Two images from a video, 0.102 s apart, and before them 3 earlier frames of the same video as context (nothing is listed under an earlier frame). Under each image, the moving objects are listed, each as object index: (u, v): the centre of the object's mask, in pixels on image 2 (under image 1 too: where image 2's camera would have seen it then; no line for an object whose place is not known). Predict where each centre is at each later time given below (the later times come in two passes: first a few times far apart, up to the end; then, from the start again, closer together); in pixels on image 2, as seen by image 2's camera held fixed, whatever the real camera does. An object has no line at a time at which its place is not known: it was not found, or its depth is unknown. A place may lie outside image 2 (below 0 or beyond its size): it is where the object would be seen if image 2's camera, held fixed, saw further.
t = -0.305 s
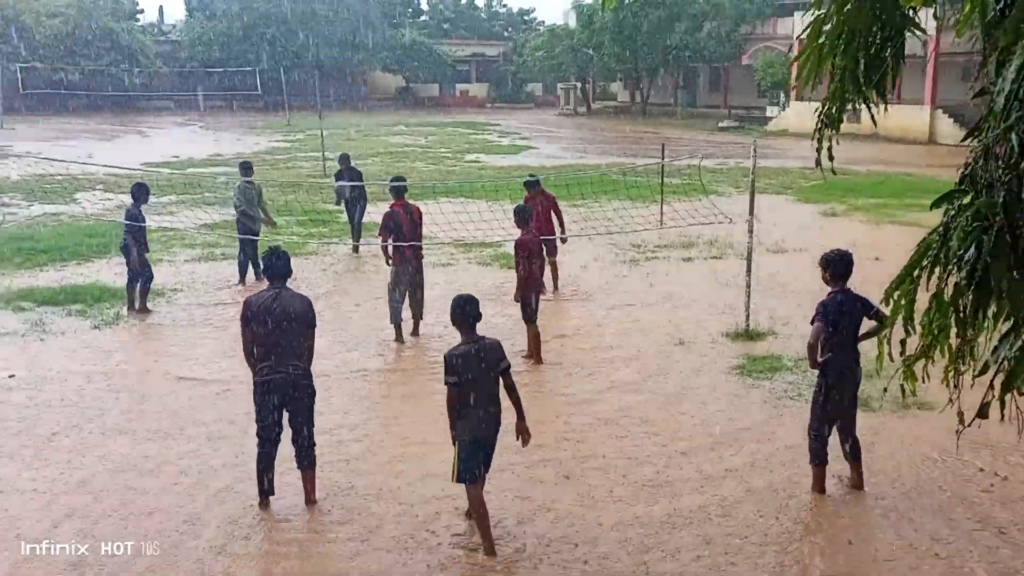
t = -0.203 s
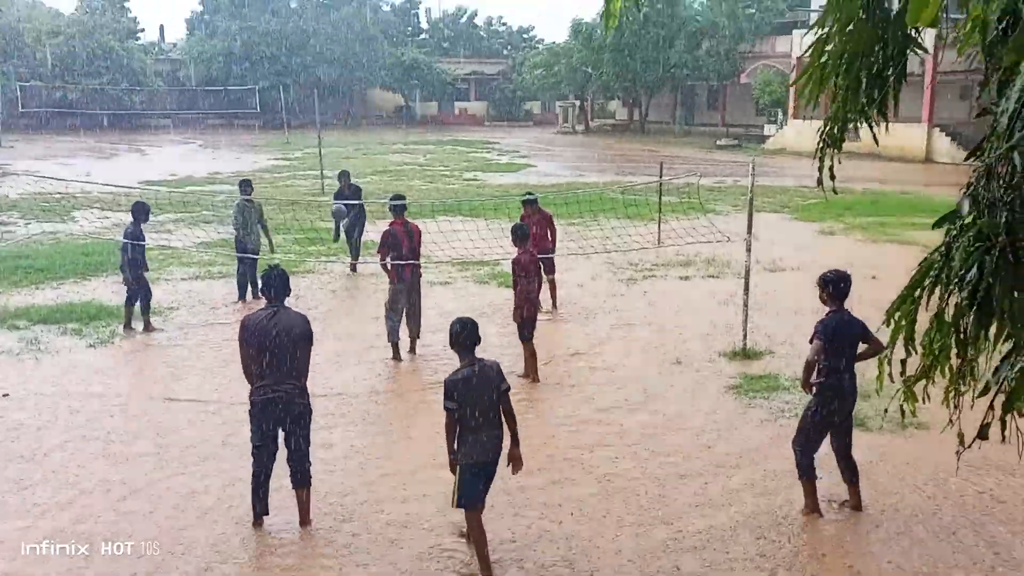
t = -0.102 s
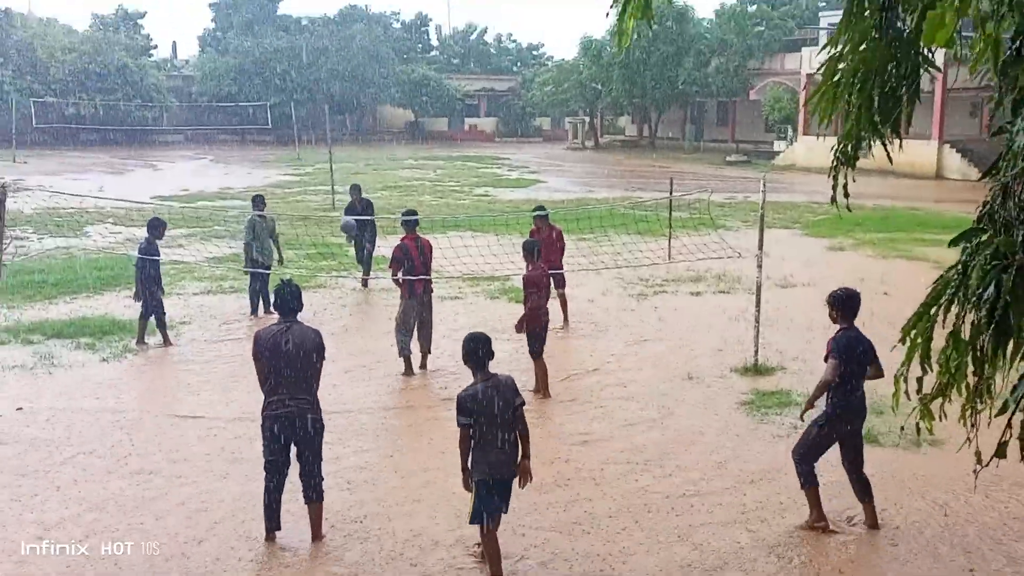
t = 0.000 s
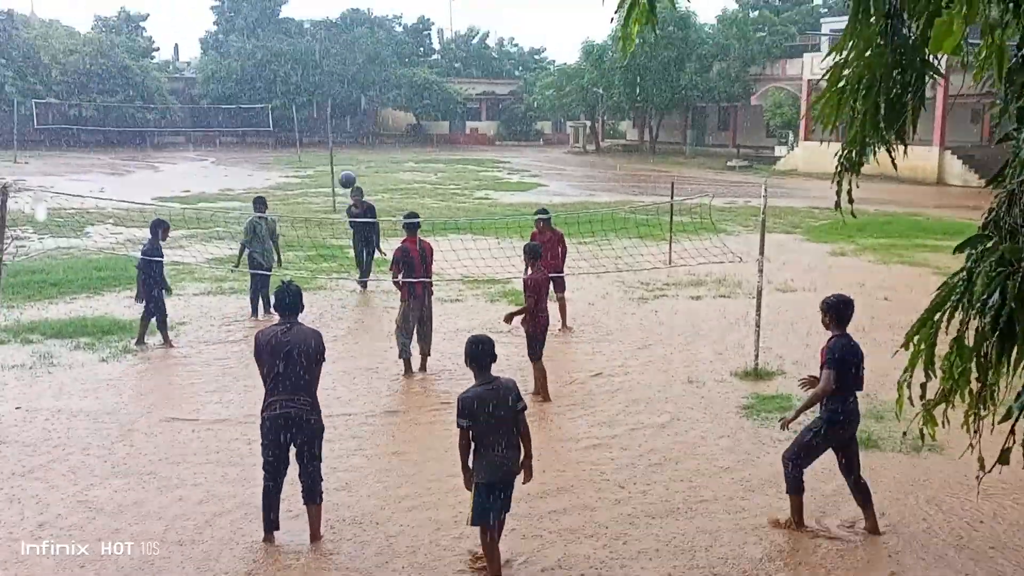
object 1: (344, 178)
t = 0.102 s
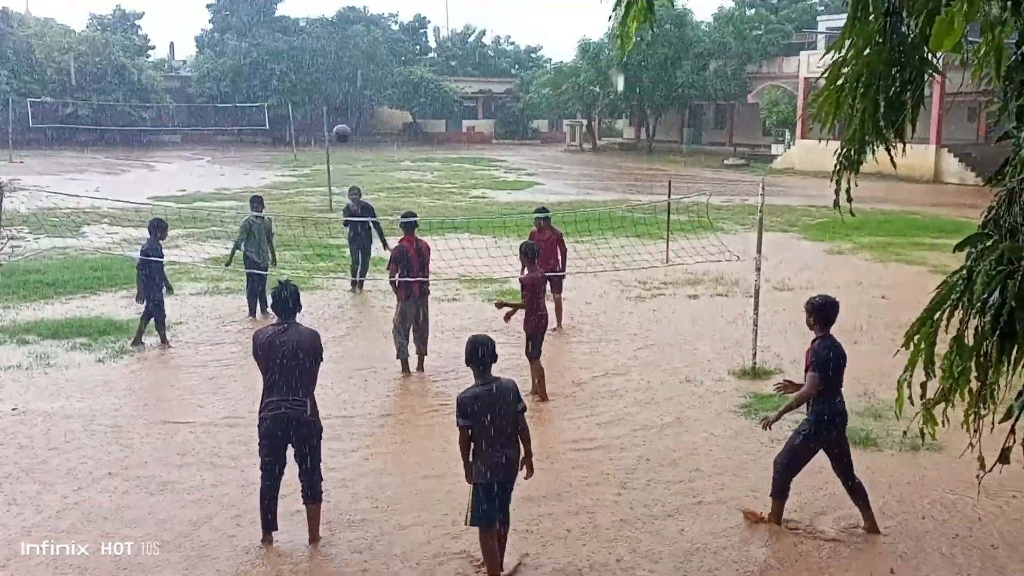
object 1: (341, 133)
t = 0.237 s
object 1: (340, 80)
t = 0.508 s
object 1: (341, 6)
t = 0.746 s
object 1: (342, -7)
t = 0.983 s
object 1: (344, 50)
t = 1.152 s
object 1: (349, 148)
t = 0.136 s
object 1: (342, 119)
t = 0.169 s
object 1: (341, 106)
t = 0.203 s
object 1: (340, 93)
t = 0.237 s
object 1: (340, 80)
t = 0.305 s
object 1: (341, 57)
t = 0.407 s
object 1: (340, 27)
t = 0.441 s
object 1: (340, 20)
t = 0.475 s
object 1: (340, 12)
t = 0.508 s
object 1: (341, 6)
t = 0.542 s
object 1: (341, 1)
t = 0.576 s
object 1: (341, -2)
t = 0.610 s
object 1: (341, -3)
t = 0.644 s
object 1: (342, -5)
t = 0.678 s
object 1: (342, -6)
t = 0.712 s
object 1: (342, -8)
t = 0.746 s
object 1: (342, -7)
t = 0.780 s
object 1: (343, -4)
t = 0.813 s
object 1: (342, 2)
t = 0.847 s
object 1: (343, 8)
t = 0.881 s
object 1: (343, 16)
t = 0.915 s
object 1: (344, 26)
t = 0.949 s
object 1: (344, 37)
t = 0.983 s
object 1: (344, 50)
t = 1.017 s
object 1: (346, 65)
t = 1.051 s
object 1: (346, 83)
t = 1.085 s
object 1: (346, 102)
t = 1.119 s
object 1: (348, 123)
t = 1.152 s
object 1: (349, 148)
